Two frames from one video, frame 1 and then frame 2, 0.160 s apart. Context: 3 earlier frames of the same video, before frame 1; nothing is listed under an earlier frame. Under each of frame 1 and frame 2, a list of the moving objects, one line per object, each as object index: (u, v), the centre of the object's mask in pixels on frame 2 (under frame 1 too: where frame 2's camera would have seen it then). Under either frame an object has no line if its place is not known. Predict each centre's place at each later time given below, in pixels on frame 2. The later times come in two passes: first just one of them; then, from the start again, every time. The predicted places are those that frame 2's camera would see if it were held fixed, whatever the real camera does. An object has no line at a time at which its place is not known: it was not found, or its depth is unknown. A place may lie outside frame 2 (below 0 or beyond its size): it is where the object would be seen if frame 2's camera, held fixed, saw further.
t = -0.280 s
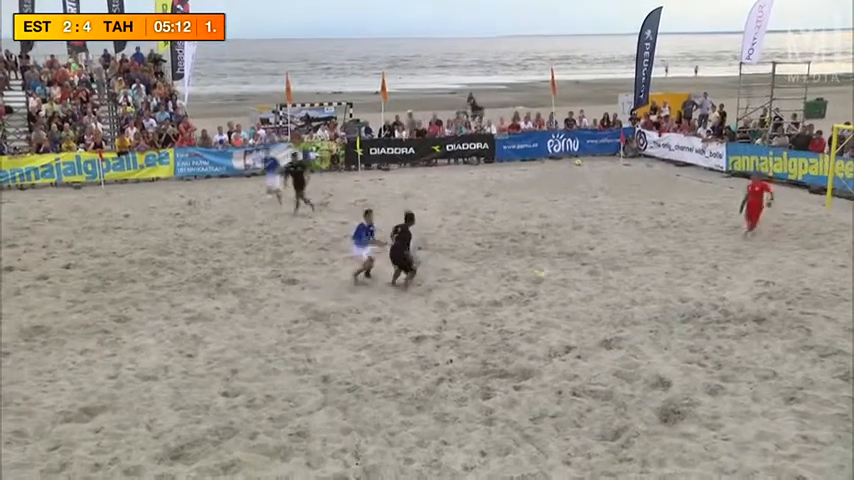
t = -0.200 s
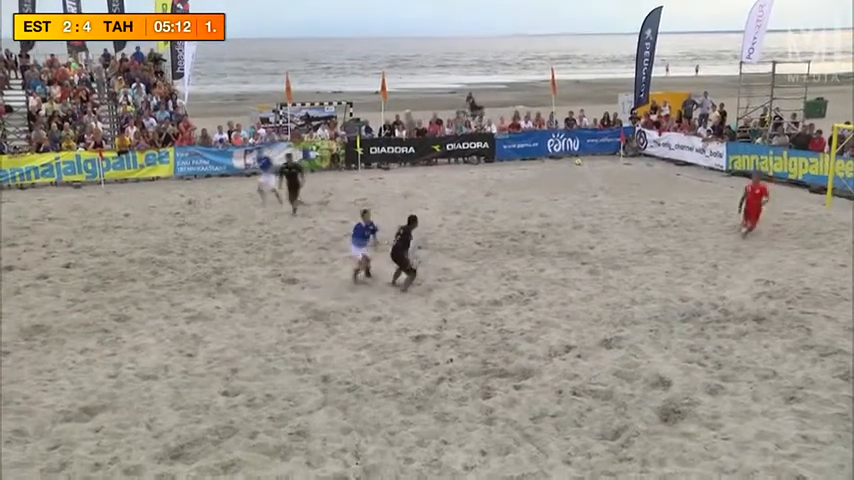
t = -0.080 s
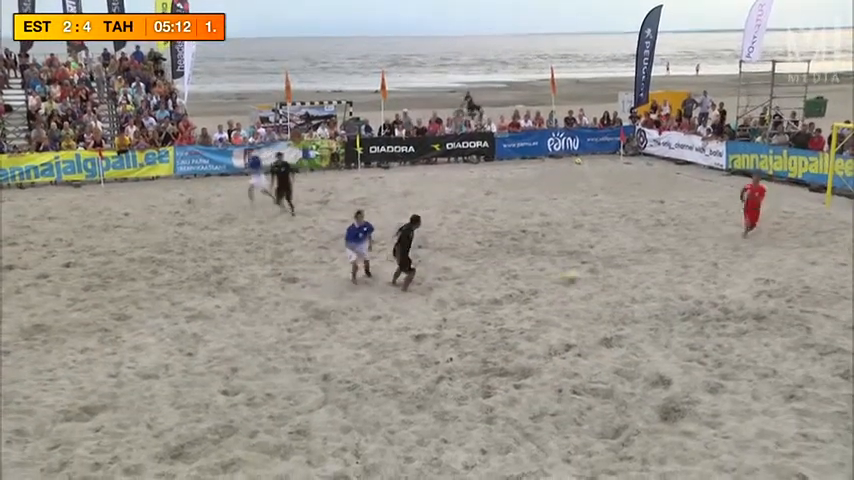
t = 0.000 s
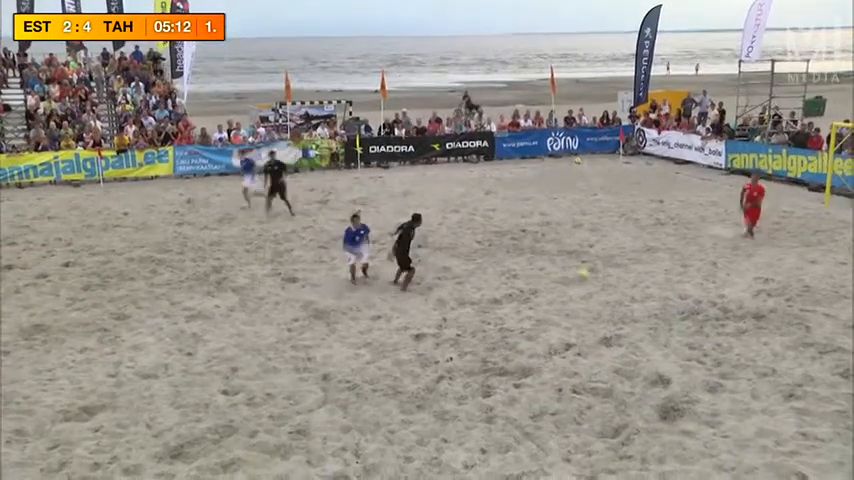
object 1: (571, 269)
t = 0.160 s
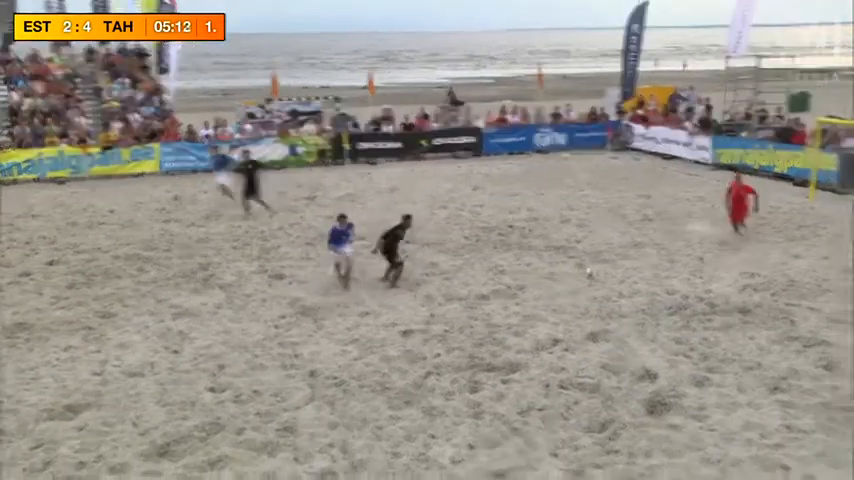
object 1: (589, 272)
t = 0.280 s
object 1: (601, 272)
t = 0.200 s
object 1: (593, 272)
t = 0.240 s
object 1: (595, 271)
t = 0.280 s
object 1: (601, 272)
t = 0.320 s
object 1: (602, 271)
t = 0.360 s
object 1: (605, 273)
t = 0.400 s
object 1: (612, 273)
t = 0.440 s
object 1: (611, 273)
